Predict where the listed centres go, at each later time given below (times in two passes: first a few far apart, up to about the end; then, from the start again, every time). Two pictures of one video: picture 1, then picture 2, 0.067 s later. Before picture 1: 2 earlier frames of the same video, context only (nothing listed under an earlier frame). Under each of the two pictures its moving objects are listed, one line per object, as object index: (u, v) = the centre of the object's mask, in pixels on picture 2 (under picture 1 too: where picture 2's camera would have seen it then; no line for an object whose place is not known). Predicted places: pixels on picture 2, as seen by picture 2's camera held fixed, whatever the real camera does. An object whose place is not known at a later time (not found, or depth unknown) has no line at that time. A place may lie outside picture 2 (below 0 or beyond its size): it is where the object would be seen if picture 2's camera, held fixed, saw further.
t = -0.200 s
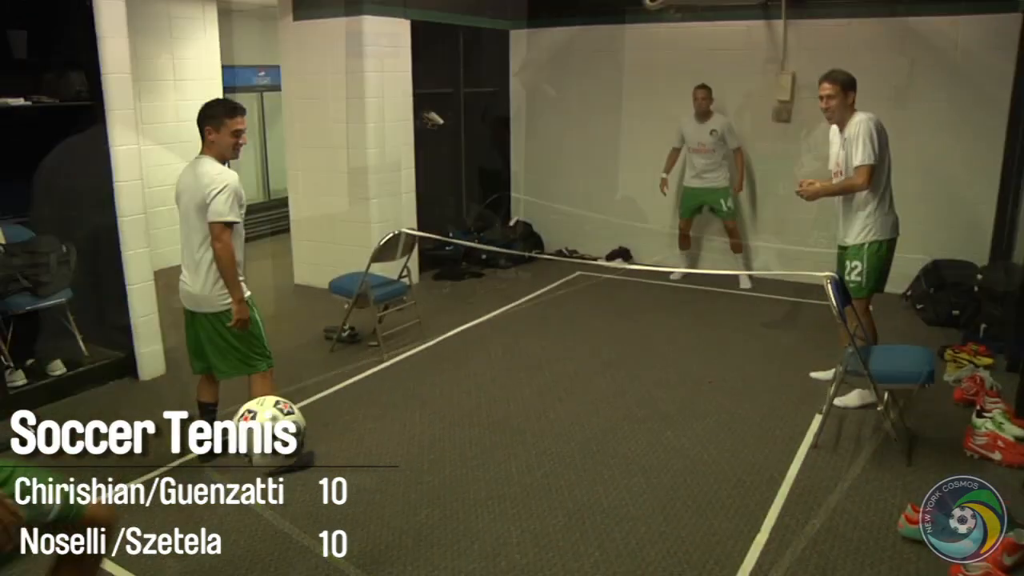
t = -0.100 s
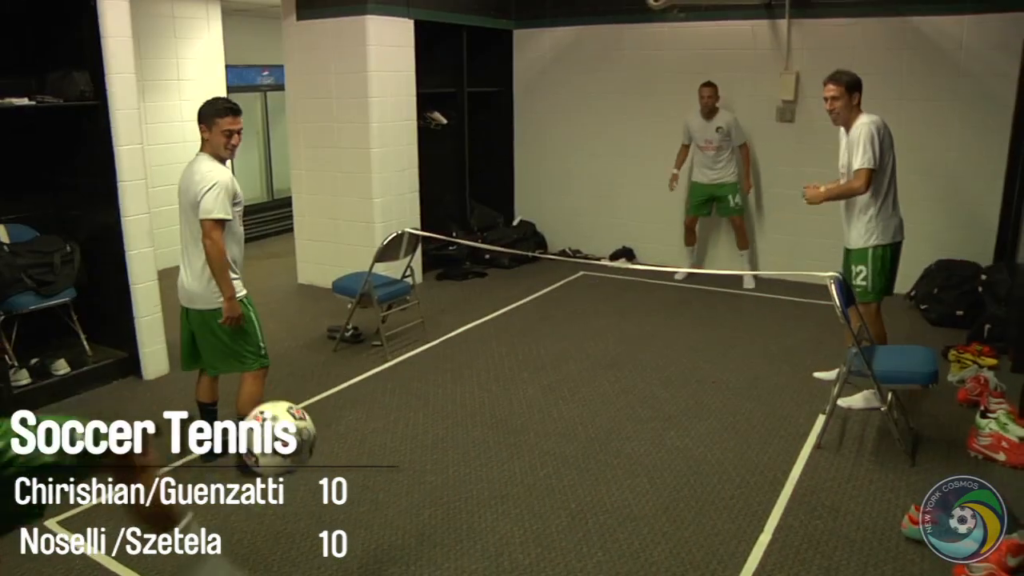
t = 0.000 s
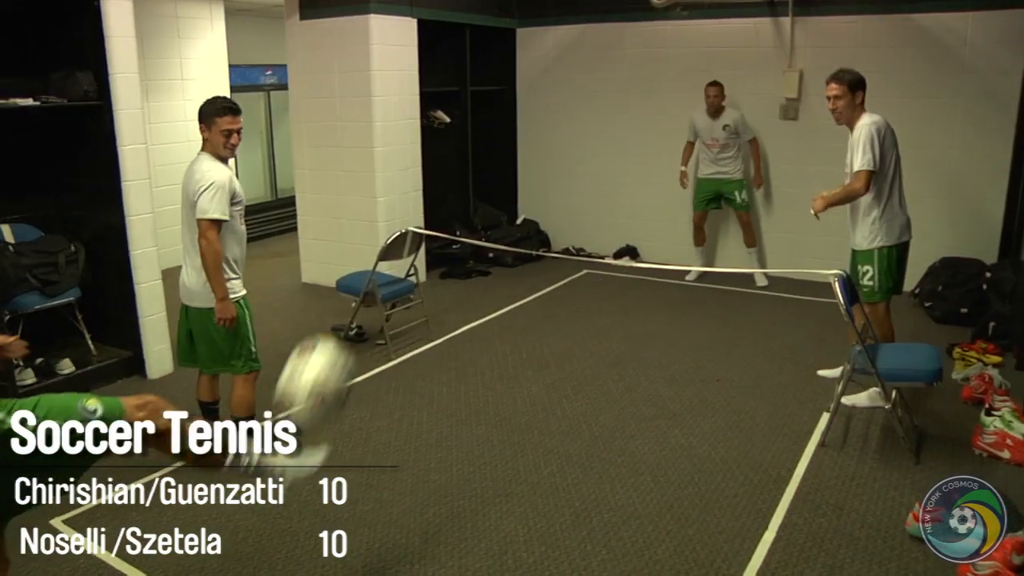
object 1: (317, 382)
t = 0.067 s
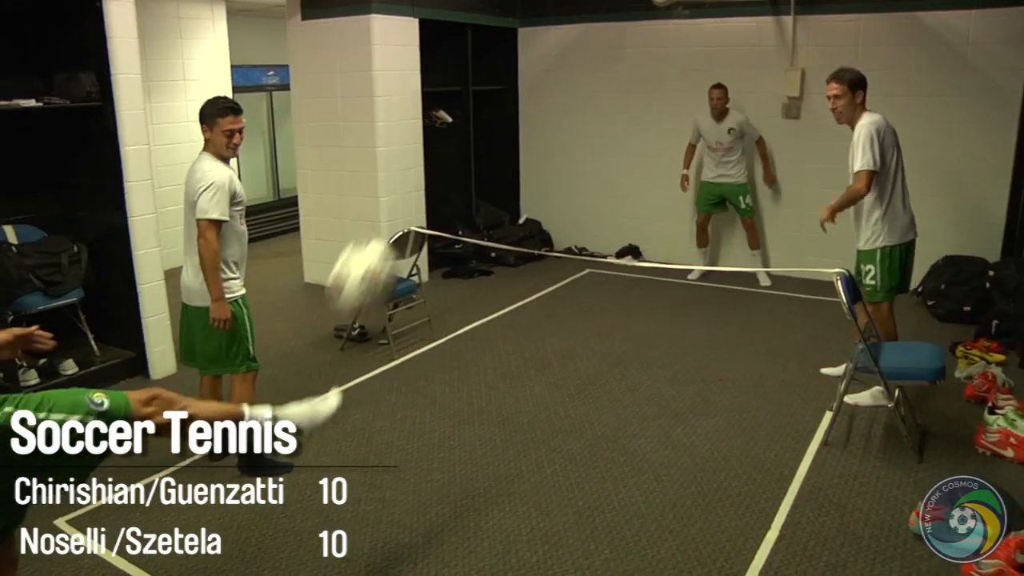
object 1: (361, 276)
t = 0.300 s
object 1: (490, 93)
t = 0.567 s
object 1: (576, 86)
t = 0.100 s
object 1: (386, 231)
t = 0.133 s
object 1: (408, 197)
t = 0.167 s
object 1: (428, 167)
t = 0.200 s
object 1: (445, 143)
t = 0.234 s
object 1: (460, 123)
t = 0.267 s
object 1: (477, 106)
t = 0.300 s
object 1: (490, 93)
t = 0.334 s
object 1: (503, 83)
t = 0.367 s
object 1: (516, 77)
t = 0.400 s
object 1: (528, 73)
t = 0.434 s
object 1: (539, 71)
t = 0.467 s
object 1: (550, 72)
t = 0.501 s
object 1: (559, 75)
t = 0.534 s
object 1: (568, 79)
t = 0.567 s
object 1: (576, 86)
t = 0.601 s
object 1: (584, 94)
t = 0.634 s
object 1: (592, 103)
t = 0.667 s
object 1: (599, 114)
